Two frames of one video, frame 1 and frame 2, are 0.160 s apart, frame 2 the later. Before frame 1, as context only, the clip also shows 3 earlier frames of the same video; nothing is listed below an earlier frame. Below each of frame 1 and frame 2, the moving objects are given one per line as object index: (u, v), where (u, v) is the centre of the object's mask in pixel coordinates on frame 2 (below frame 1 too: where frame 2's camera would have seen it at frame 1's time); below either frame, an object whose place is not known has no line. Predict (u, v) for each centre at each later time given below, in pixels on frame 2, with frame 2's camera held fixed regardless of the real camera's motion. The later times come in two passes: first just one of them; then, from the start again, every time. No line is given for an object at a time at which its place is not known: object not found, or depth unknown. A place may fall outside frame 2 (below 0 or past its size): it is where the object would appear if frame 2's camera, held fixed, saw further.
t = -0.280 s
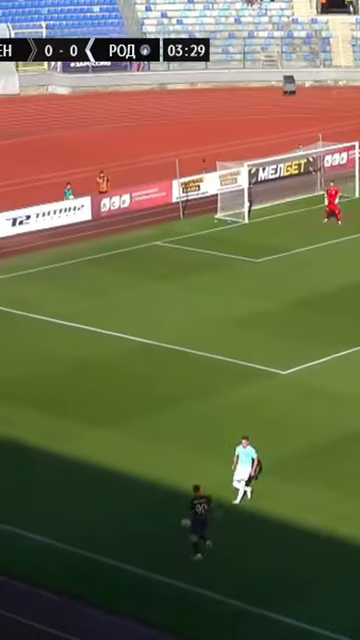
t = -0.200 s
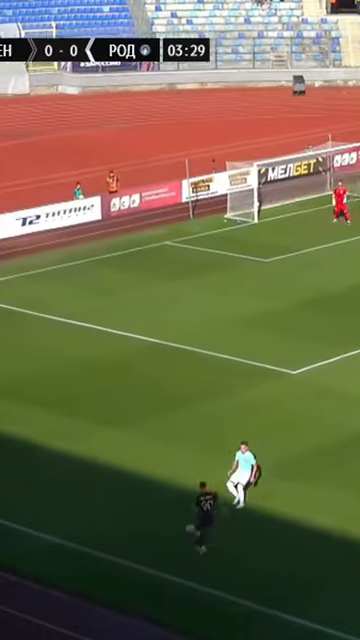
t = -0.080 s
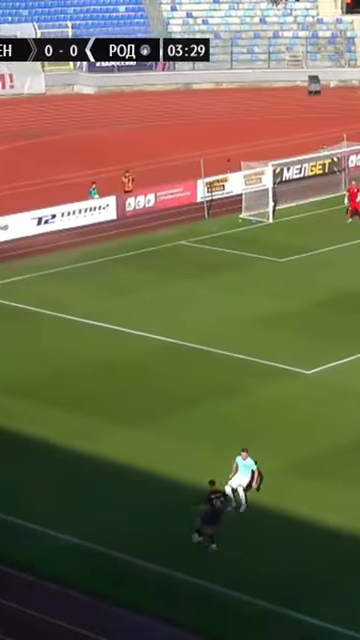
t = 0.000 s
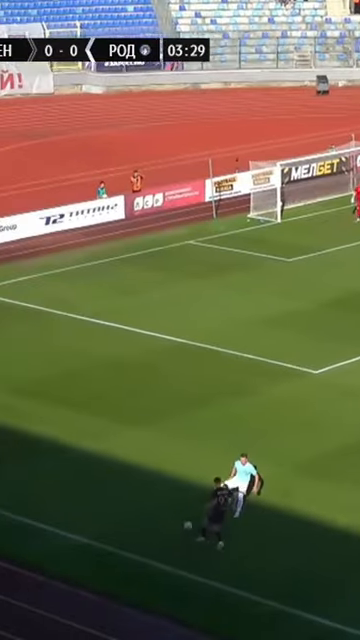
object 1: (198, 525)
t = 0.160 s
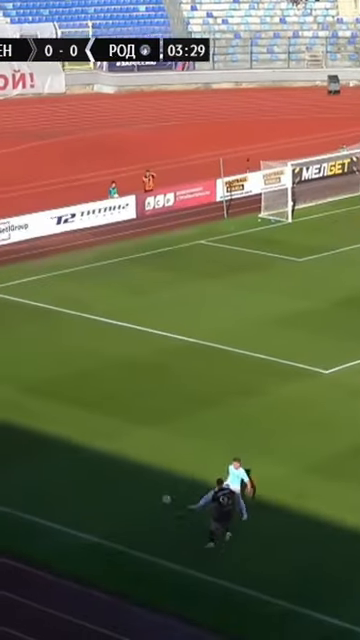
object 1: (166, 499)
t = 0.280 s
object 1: (145, 485)
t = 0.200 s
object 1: (159, 494)
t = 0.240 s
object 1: (152, 490)
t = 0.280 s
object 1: (145, 485)
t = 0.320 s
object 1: (138, 478)
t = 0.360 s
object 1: (131, 473)
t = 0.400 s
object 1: (124, 469)
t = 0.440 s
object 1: (118, 465)
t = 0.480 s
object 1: (112, 461)
